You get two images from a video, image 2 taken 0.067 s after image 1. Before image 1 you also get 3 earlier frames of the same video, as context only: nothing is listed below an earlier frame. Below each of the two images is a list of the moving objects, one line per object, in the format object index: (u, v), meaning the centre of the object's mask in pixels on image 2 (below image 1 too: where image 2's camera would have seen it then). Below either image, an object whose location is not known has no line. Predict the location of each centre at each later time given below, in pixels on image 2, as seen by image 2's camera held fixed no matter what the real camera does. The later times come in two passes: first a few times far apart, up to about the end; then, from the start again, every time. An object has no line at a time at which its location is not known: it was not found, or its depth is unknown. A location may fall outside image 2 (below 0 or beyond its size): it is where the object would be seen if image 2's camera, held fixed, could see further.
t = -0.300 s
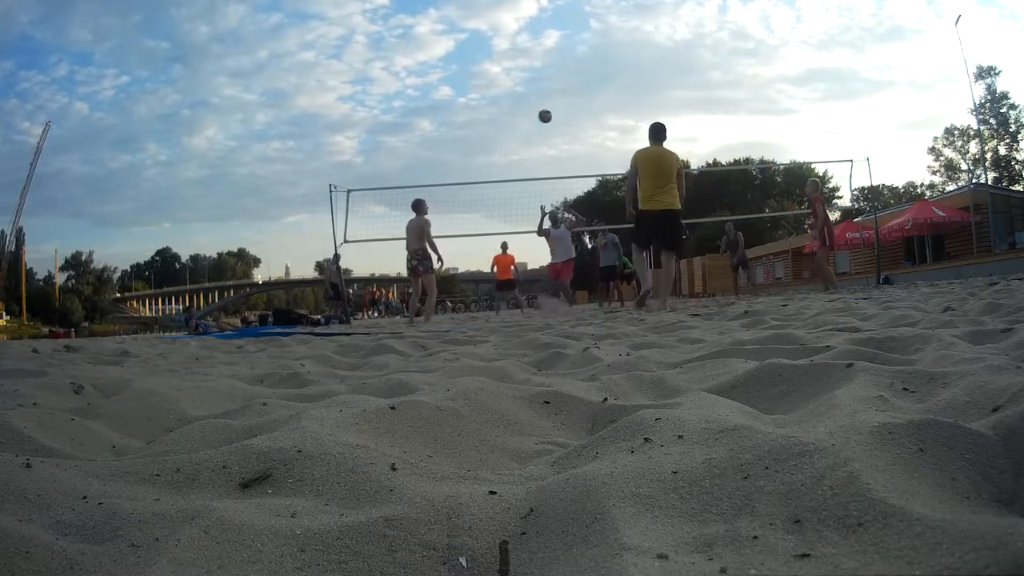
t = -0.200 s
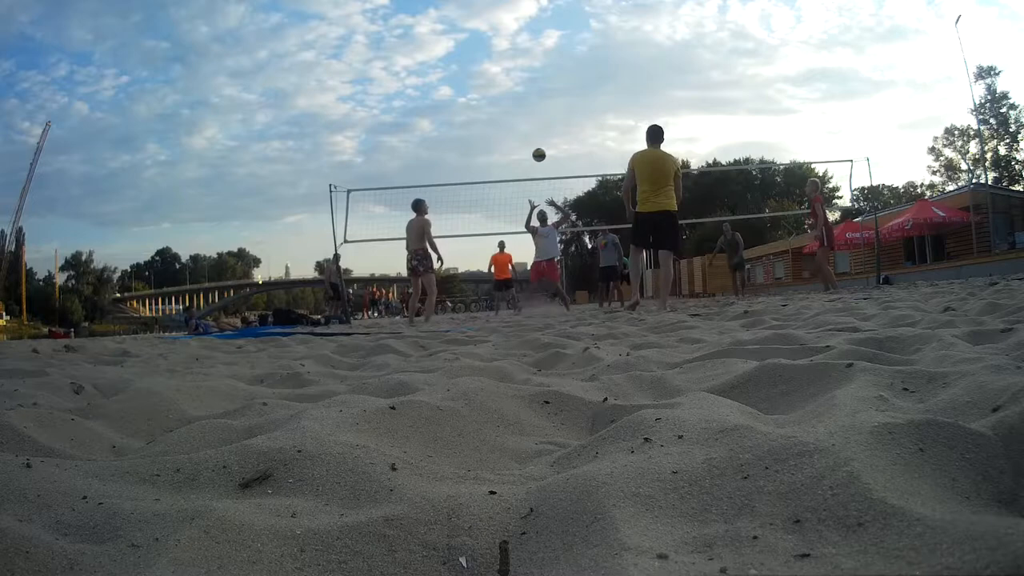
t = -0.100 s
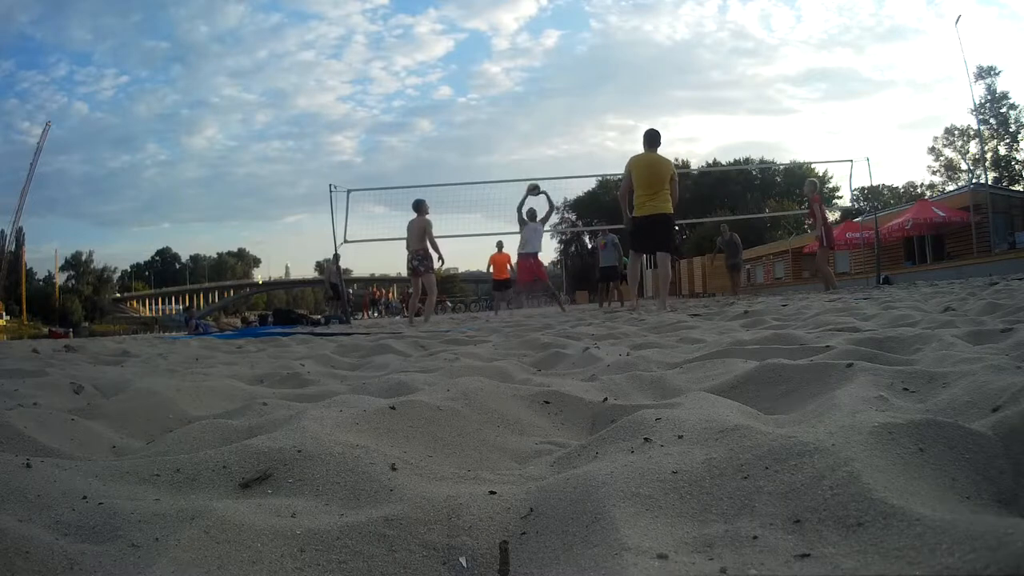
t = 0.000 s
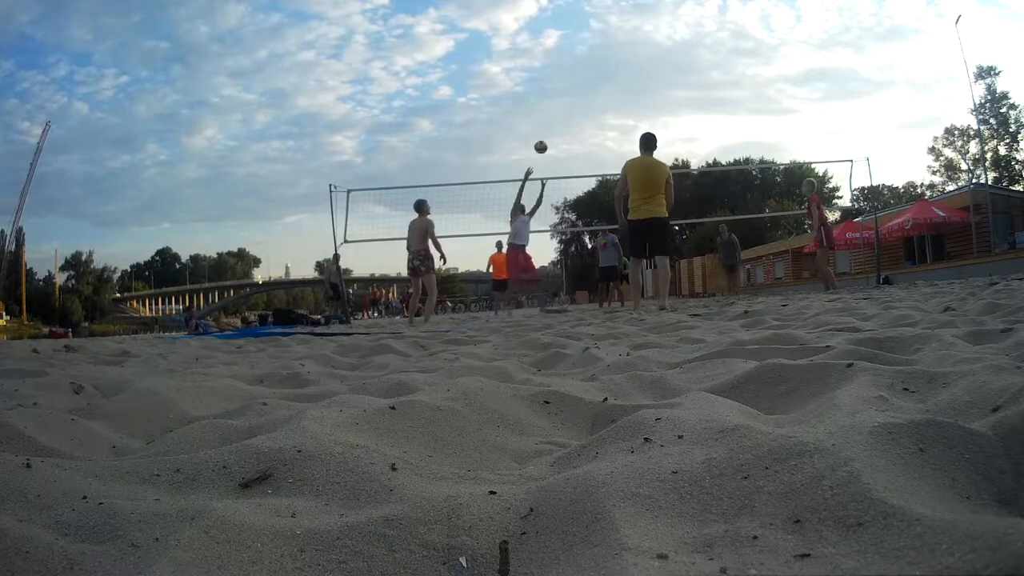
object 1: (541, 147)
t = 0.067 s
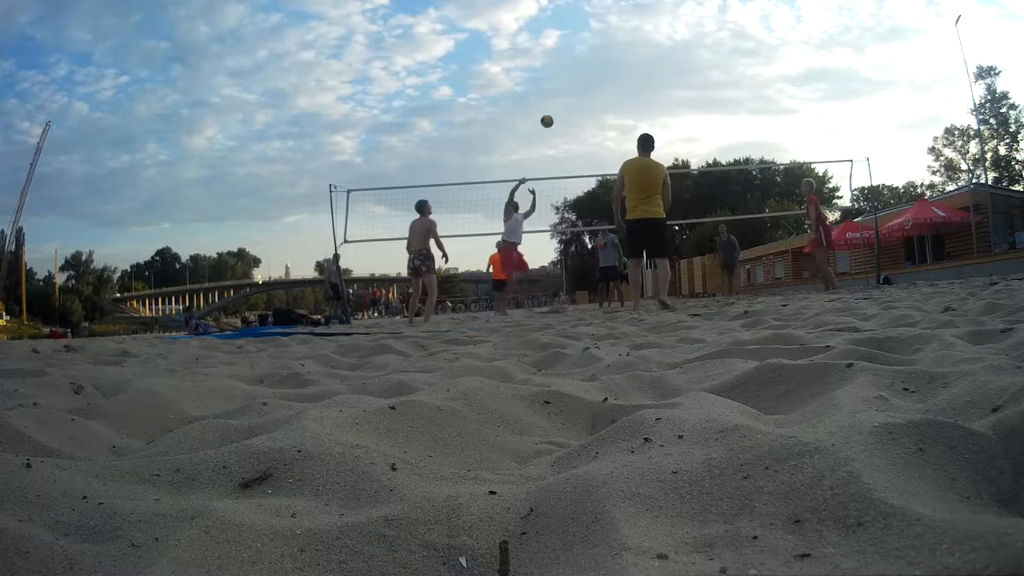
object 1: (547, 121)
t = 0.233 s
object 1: (562, 70)
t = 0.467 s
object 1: (586, 30)
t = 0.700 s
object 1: (611, 20)
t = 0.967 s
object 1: (644, 44)
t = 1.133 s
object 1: (666, 81)
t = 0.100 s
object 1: (550, 109)
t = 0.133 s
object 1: (553, 99)
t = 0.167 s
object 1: (556, 88)
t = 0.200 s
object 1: (559, 79)
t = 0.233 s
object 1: (562, 70)
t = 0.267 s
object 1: (566, 63)
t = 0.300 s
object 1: (569, 56)
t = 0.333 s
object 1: (572, 49)
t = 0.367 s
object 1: (576, 43)
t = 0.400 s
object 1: (579, 38)
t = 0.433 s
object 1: (582, 33)
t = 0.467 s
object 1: (586, 30)
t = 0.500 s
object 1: (589, 27)
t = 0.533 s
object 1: (593, 24)
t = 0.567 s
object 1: (596, 22)
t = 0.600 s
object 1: (600, 20)
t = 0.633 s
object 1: (604, 20)
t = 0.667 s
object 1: (607, 19)
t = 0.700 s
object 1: (611, 20)
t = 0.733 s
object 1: (615, 21)
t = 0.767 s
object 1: (619, 22)
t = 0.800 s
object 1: (623, 24)
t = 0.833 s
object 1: (627, 27)
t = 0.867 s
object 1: (631, 30)
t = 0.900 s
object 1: (635, 35)
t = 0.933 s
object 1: (639, 39)
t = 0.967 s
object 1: (644, 44)
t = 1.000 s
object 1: (648, 50)
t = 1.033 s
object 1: (653, 57)
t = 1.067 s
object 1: (657, 64)
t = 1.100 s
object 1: (662, 72)
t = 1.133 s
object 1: (666, 81)
